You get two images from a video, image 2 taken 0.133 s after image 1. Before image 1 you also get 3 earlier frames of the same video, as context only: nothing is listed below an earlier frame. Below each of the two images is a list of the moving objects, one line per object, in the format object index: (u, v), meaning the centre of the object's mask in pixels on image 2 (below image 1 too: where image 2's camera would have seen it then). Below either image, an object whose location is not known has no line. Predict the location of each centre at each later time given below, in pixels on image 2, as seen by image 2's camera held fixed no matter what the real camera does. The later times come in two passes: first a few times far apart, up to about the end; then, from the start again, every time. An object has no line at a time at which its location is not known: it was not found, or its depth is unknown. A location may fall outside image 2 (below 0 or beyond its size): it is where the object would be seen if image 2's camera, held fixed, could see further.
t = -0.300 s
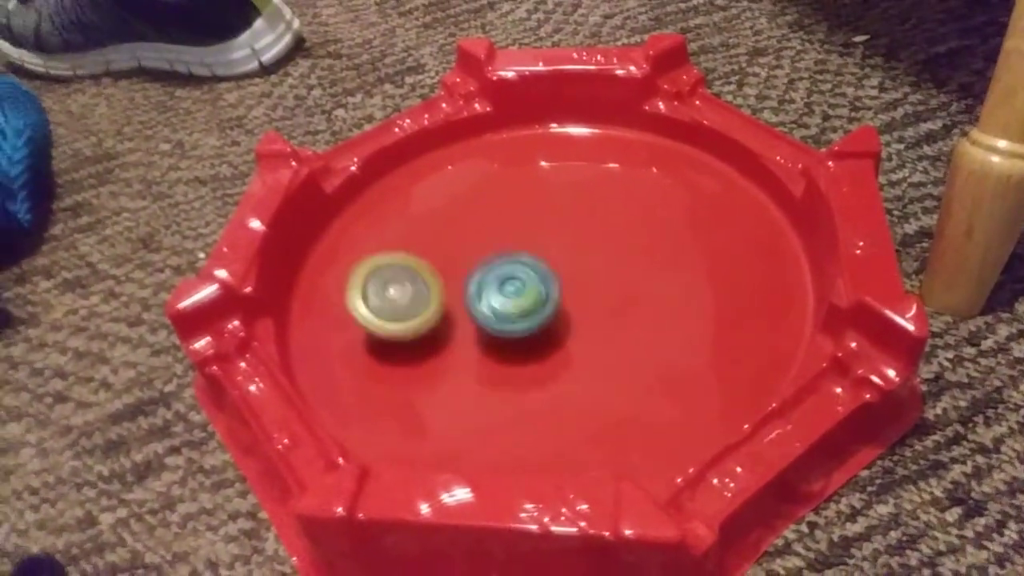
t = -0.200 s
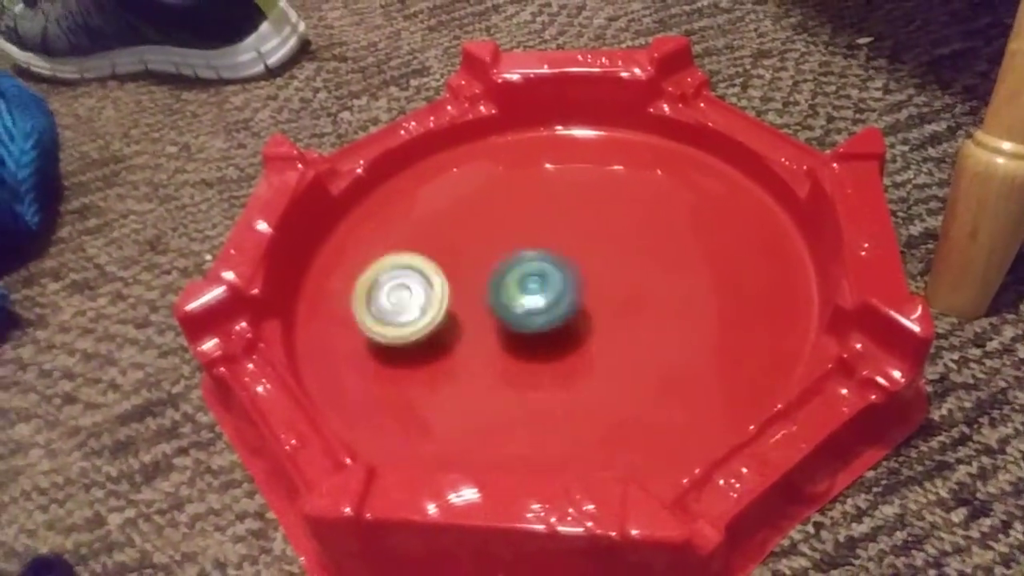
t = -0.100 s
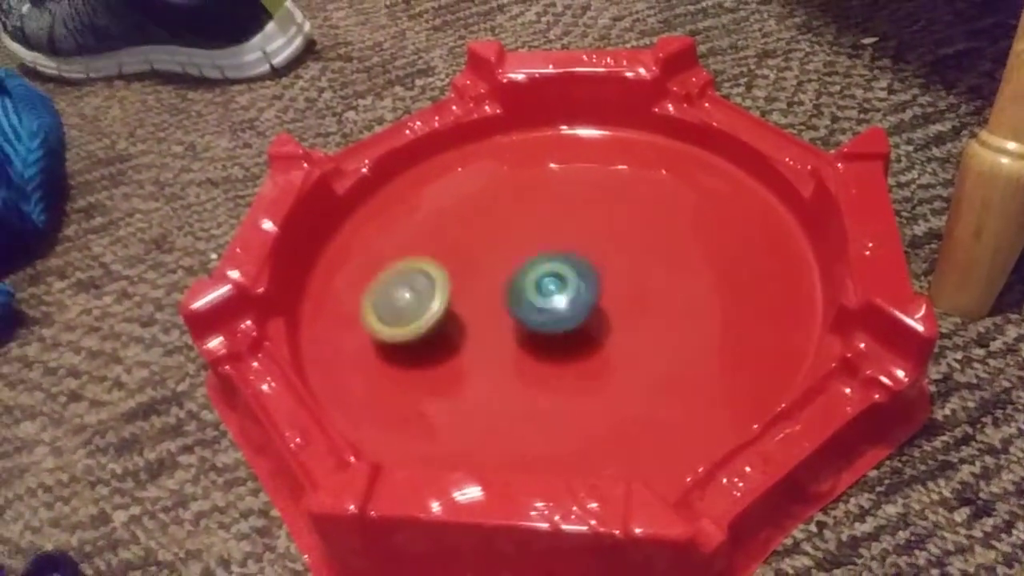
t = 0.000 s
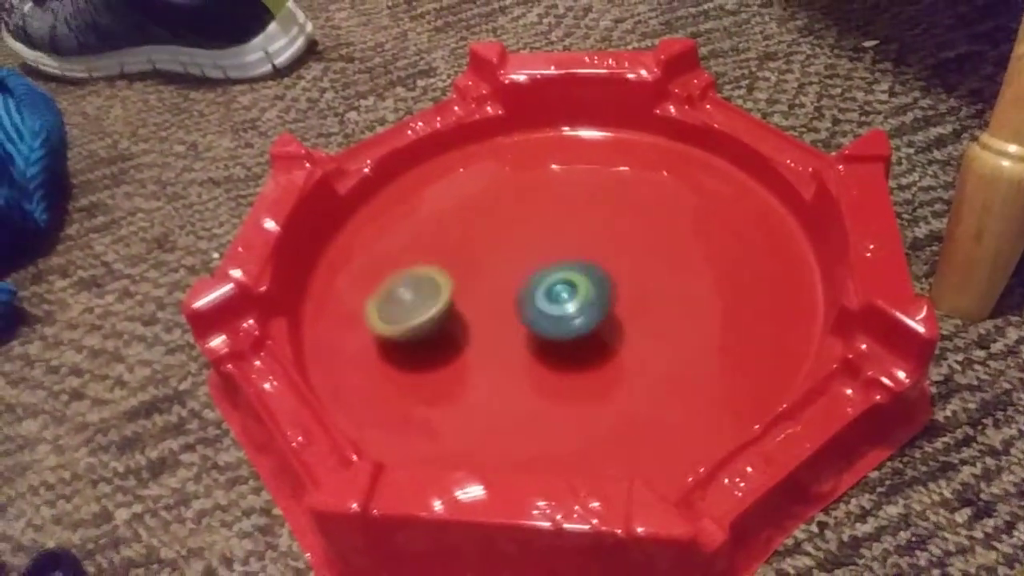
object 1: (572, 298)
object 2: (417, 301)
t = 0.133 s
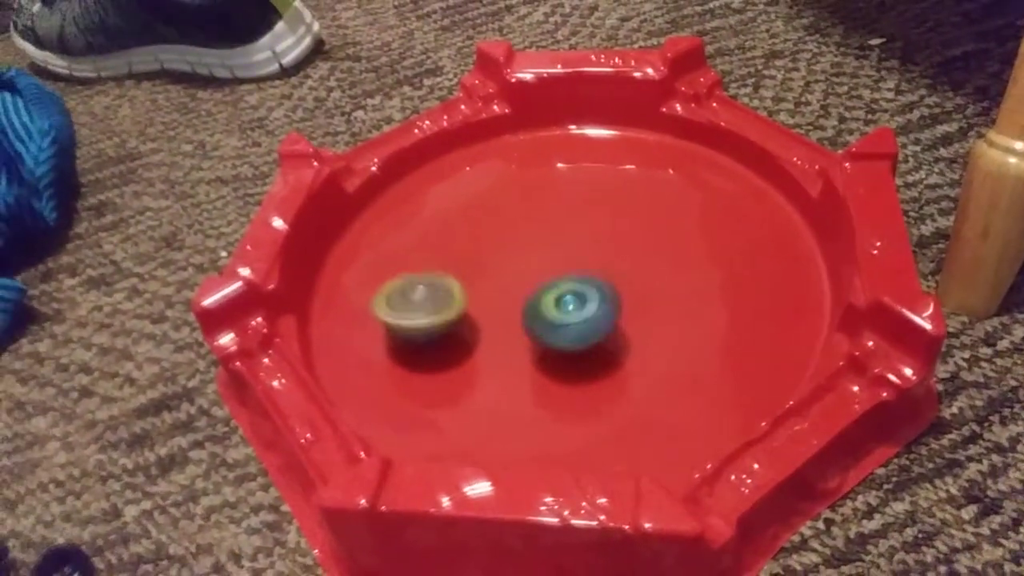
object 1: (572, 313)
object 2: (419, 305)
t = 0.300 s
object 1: (552, 325)
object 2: (421, 307)
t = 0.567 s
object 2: (411, 304)
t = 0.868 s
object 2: (411, 304)
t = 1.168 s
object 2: (423, 307)
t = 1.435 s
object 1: (548, 288)
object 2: (421, 316)
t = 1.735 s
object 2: (445, 318)
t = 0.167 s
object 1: (570, 315)
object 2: (418, 305)
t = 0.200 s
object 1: (567, 318)
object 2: (421, 306)
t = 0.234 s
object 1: (563, 322)
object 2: (420, 305)
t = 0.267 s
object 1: (558, 321)
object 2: (421, 305)
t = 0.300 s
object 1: (552, 325)
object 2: (421, 307)
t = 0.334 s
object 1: (548, 325)
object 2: (419, 306)
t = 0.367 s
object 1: (541, 325)
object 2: (421, 307)
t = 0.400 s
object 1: (536, 325)
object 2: (419, 308)
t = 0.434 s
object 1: (531, 321)
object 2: (420, 307)
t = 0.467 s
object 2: (421, 309)
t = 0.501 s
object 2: (419, 310)
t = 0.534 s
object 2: (418, 308)
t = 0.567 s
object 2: (411, 304)
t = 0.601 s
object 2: (405, 297)
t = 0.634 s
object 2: (404, 297)
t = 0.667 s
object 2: (406, 296)
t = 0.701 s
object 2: (409, 294)
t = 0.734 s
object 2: (413, 295)
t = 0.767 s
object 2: (415, 298)
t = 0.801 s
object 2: (415, 300)
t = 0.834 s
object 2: (414, 303)
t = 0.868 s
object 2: (411, 304)
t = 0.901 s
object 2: (410, 303)
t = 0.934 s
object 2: (410, 304)
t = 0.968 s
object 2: (411, 304)
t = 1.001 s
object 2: (412, 302)
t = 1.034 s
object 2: (415, 305)
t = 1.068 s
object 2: (416, 308)
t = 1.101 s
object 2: (418, 305)
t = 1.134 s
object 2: (420, 305)
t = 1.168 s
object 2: (423, 307)
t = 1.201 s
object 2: (428, 307)
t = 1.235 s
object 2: (430, 308)
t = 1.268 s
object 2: (429, 309)
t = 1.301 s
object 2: (429, 313)
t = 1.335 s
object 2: (426, 316)
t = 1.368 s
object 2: (423, 316)
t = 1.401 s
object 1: (551, 291)
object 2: (422, 316)
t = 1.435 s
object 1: (548, 288)
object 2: (421, 316)
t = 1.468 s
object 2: (422, 317)
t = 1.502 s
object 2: (425, 316)
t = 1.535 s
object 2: (426, 317)
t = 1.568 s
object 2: (428, 317)
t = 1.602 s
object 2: (431, 318)
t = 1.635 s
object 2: (434, 315)
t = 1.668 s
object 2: (436, 318)
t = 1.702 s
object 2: (443, 316)
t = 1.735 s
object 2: (445, 318)
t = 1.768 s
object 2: (446, 320)
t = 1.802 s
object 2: (448, 320)
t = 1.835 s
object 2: (448, 322)
